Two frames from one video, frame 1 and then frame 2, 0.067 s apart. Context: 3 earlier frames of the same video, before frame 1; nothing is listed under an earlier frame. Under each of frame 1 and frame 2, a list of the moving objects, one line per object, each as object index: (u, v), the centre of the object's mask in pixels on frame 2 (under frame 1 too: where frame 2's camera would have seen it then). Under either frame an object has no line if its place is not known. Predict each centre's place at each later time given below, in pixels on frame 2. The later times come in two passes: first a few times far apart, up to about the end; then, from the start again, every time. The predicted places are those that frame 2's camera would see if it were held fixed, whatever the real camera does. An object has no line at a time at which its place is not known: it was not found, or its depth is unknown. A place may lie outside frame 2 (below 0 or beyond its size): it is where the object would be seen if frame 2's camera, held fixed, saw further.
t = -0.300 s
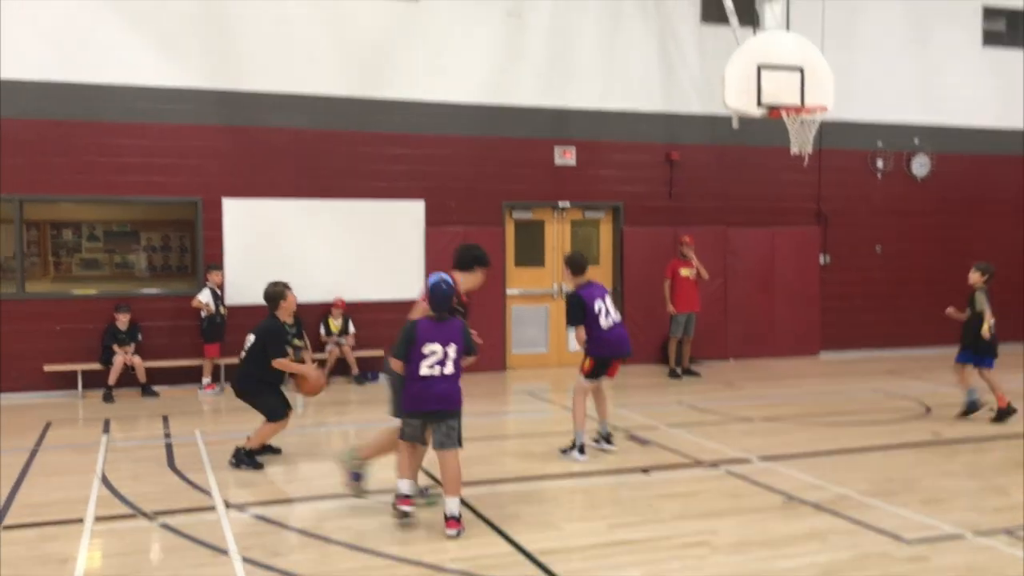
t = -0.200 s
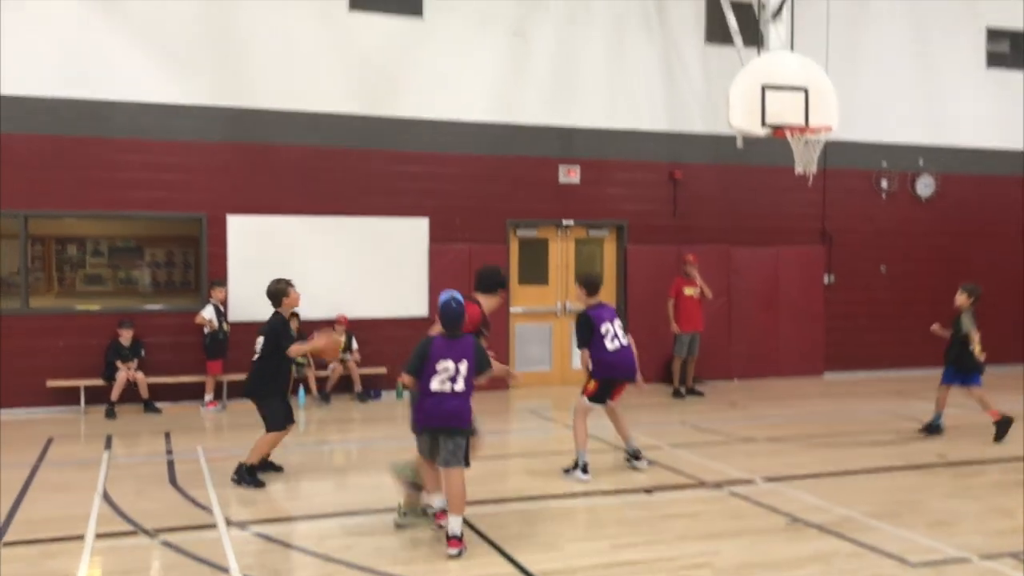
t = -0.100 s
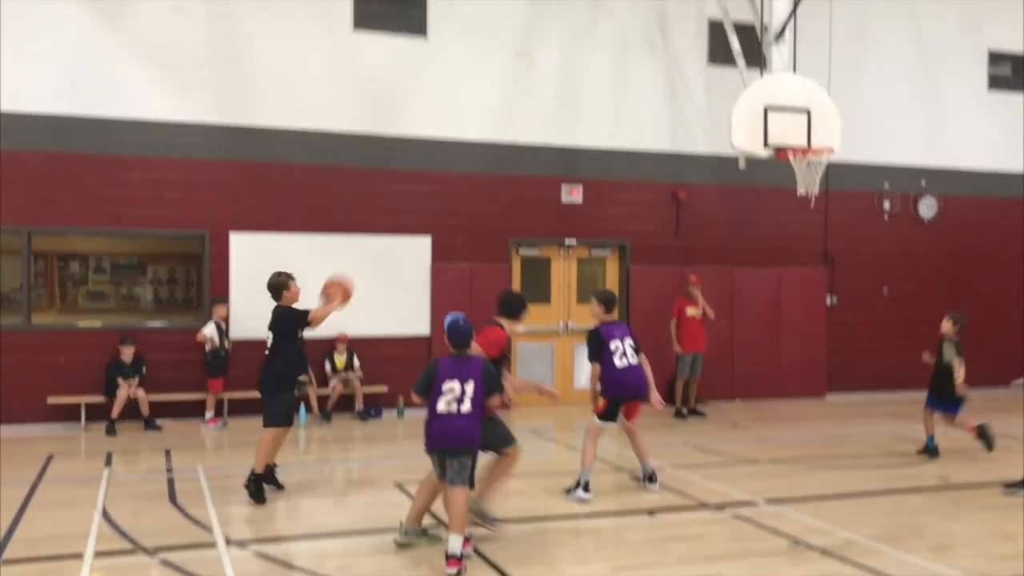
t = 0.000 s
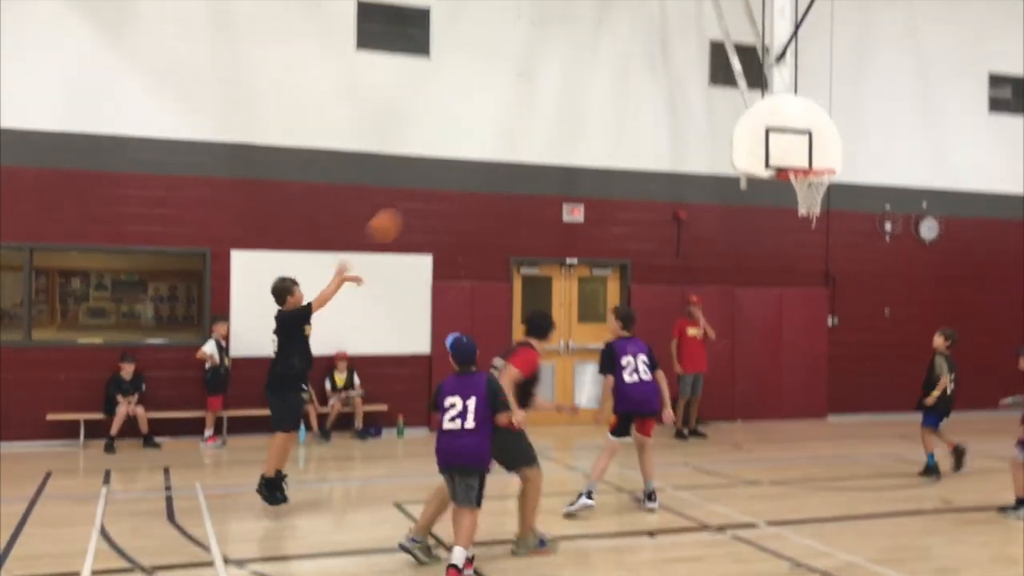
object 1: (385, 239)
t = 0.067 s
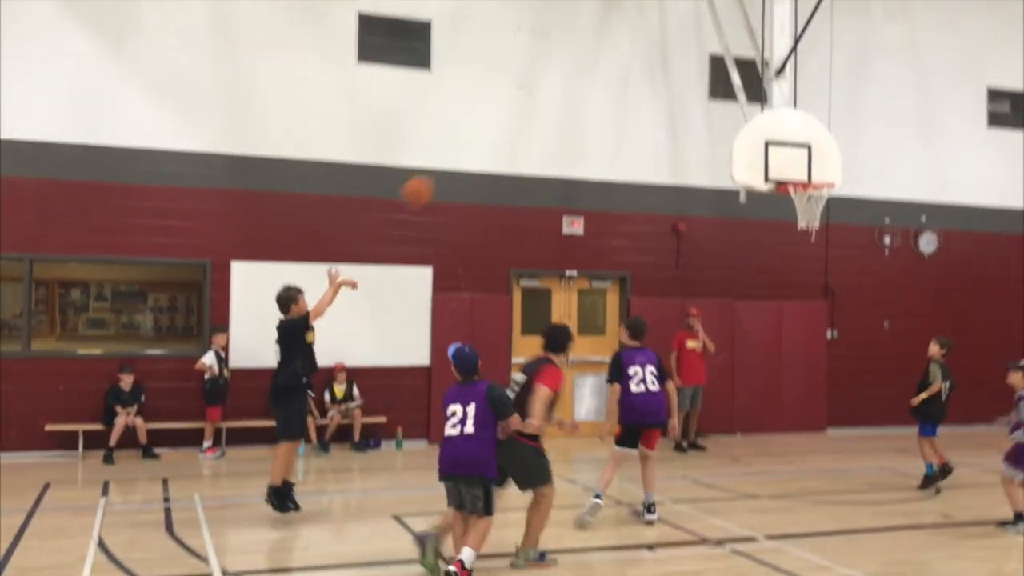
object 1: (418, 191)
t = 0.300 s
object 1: (522, 74)
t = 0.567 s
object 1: (624, 26)
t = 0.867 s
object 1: (721, 60)
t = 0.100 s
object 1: (433, 170)
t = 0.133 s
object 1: (449, 150)
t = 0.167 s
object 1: (464, 132)
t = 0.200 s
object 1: (480, 116)
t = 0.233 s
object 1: (495, 100)
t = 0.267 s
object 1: (509, 87)
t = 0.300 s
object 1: (522, 74)
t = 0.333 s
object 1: (536, 64)
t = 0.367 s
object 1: (549, 55)
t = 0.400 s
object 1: (562, 46)
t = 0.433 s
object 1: (575, 40)
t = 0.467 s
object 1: (588, 35)
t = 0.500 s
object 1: (600, 30)
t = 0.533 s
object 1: (612, 28)
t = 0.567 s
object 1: (624, 26)
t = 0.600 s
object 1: (636, 26)
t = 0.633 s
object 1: (648, 26)
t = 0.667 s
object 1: (659, 28)
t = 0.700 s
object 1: (669, 31)
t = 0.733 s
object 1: (680, 34)
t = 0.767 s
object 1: (690, 39)
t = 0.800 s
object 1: (701, 45)
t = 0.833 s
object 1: (711, 52)
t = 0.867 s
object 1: (721, 60)
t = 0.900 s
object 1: (732, 68)
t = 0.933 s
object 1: (743, 78)
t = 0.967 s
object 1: (754, 88)
